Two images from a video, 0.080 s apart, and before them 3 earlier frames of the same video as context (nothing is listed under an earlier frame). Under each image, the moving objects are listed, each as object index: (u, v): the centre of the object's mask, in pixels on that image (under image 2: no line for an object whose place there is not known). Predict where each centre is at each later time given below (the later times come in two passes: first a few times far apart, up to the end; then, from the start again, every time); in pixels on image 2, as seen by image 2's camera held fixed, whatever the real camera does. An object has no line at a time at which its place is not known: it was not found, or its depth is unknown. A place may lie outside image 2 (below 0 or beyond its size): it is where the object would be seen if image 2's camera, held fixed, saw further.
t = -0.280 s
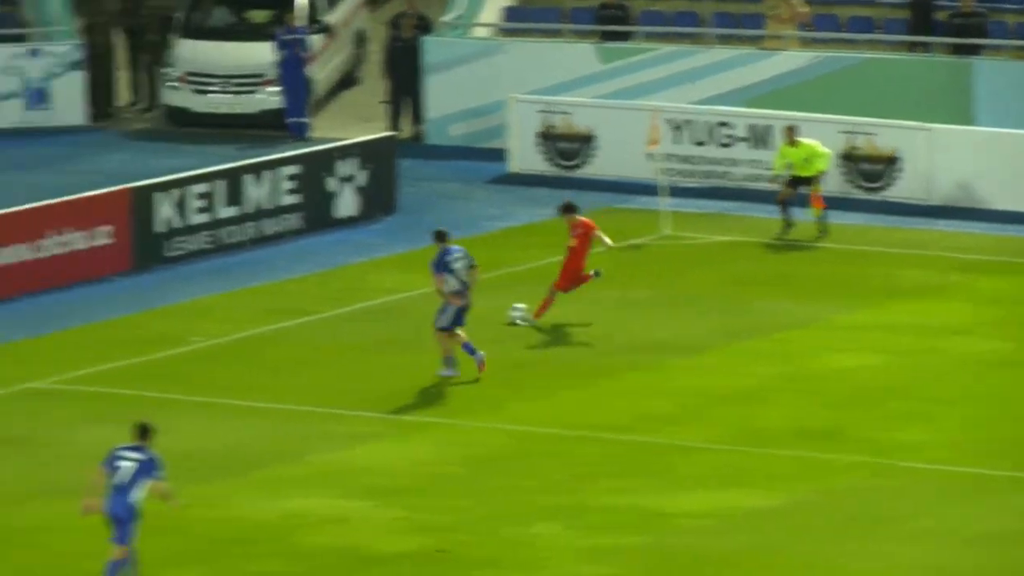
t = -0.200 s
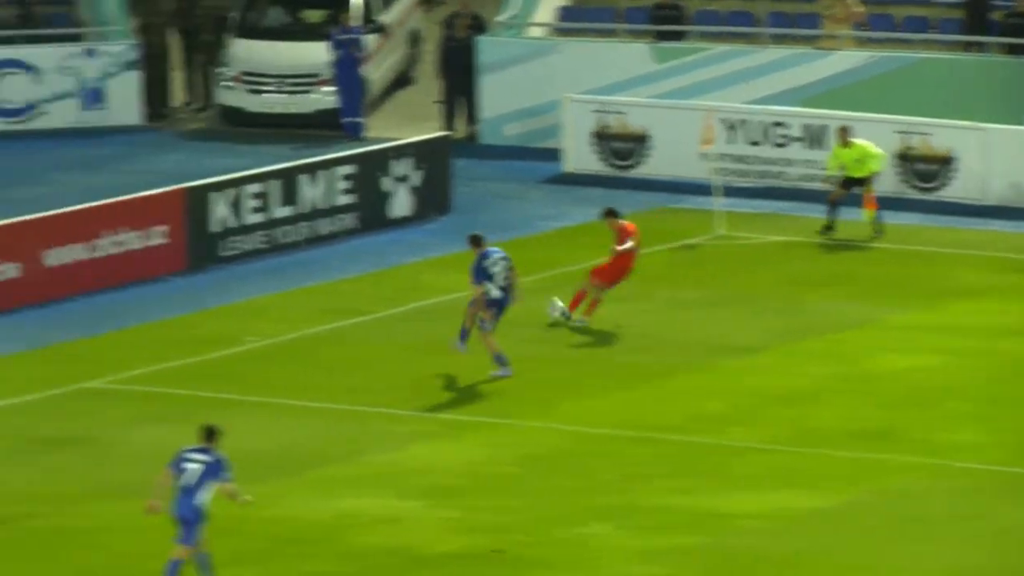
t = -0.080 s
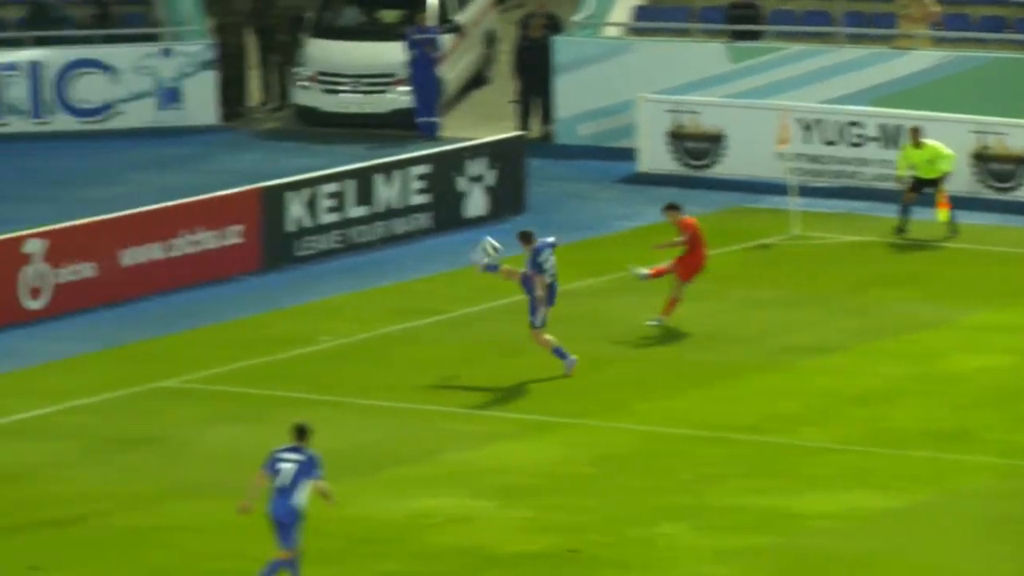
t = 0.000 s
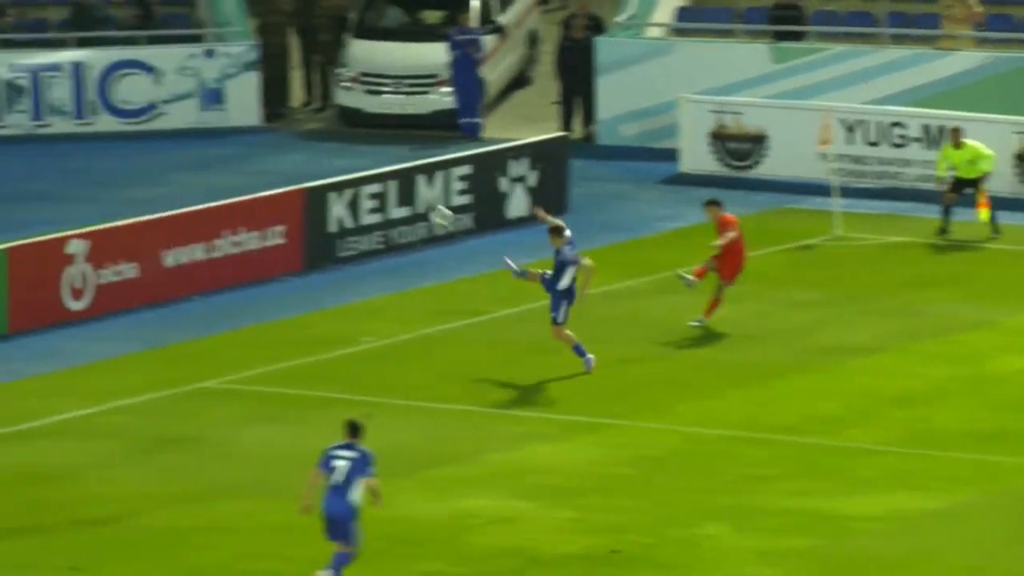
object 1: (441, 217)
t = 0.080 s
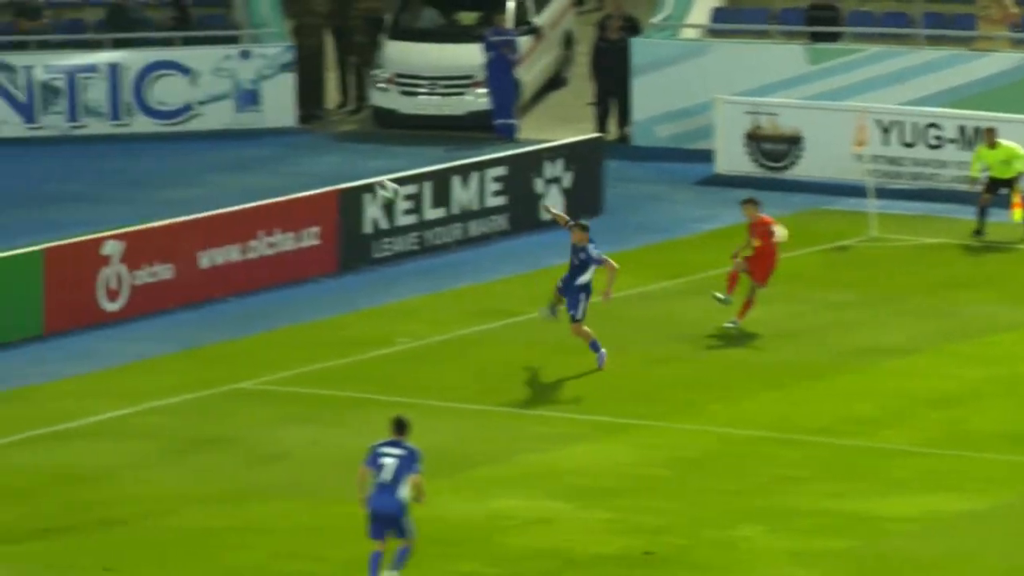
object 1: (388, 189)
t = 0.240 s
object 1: (214, 159)
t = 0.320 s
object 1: (134, 152)
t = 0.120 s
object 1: (343, 180)
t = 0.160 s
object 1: (299, 171)
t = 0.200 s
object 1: (255, 164)
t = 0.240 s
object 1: (214, 159)
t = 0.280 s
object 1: (173, 155)
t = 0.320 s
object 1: (134, 152)
